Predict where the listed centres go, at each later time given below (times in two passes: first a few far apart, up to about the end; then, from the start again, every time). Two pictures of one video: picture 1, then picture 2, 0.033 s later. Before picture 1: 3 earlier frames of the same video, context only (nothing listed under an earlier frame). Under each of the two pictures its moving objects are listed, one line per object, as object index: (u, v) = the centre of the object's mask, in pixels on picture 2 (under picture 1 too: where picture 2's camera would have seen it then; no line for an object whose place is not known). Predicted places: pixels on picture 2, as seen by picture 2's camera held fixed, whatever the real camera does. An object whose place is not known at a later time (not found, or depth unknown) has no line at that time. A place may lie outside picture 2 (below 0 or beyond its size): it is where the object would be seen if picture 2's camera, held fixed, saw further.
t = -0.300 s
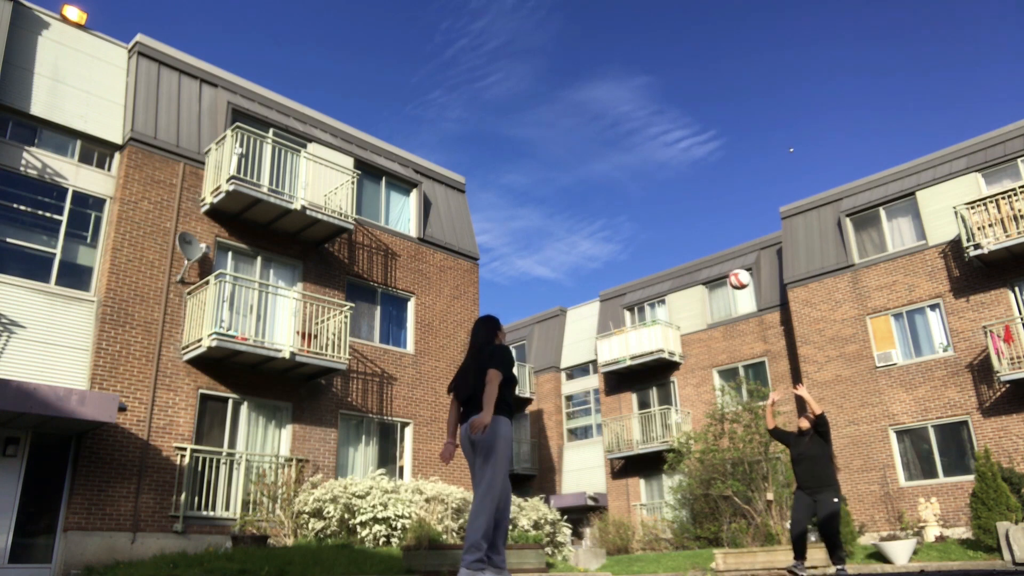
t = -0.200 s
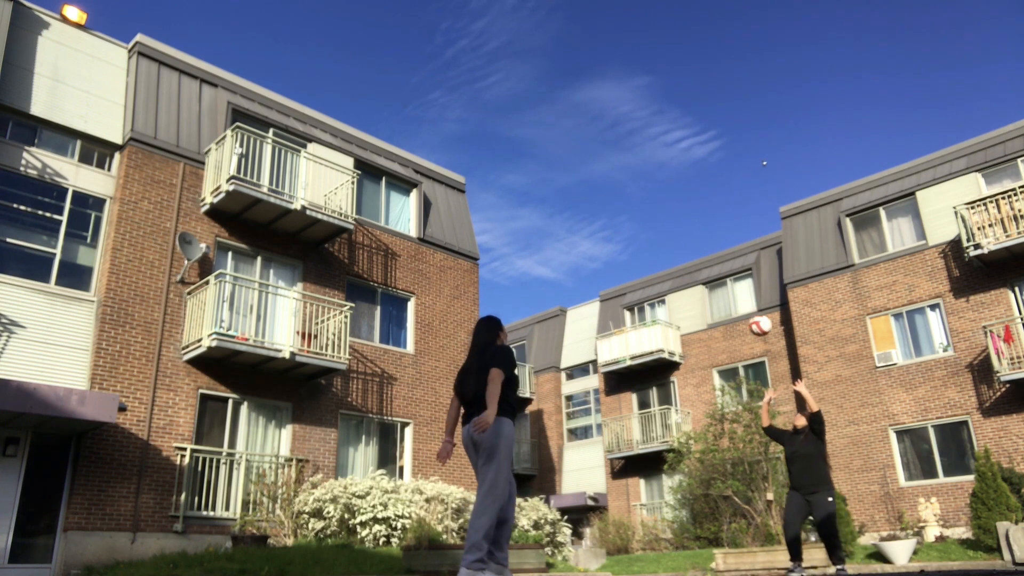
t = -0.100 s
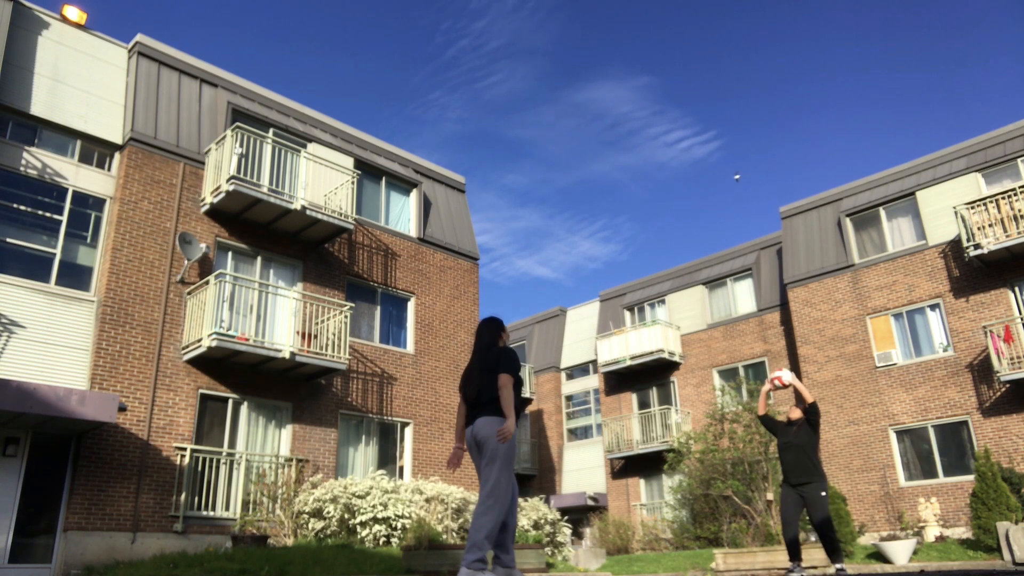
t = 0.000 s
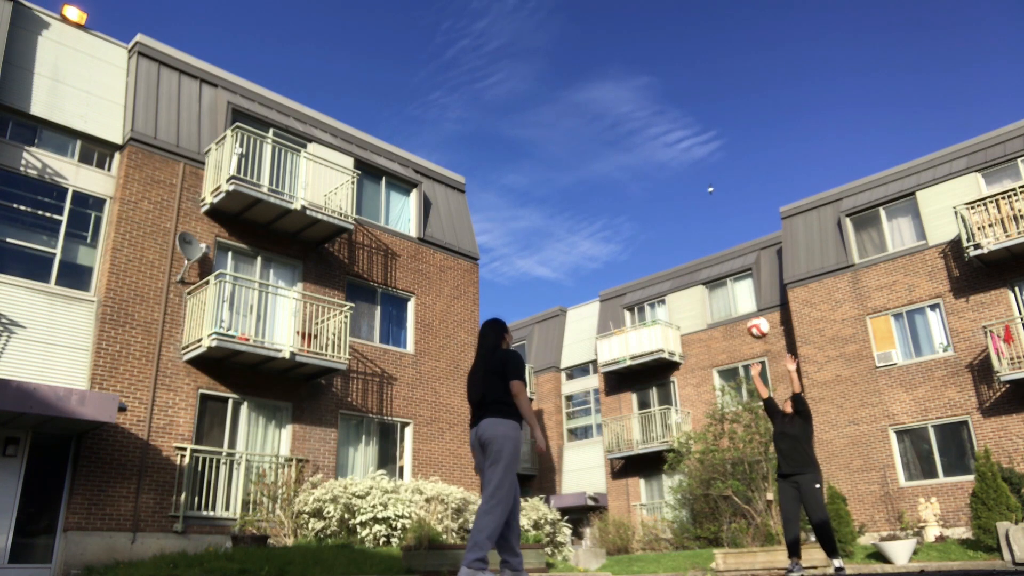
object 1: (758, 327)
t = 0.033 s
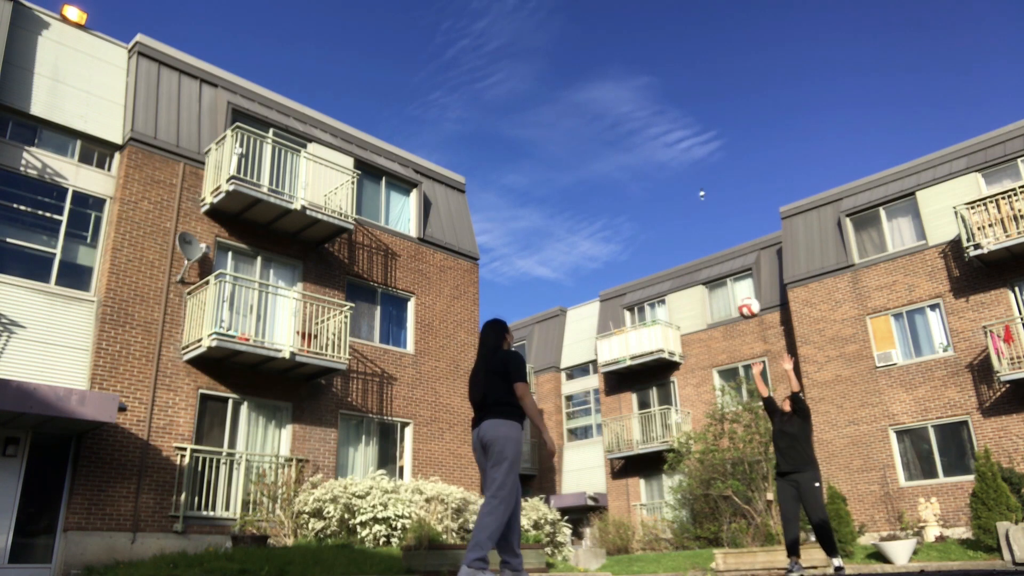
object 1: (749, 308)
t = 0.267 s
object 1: (685, 202)
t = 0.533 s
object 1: (619, 142)
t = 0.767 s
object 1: (561, 142)
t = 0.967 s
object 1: (508, 186)
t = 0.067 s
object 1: (739, 289)
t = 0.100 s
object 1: (730, 271)
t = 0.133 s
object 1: (720, 255)
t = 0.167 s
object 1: (712, 240)
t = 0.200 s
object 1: (703, 227)
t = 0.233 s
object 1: (694, 214)
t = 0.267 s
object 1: (685, 202)
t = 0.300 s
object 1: (677, 191)
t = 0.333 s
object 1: (668, 181)
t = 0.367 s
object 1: (660, 172)
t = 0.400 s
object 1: (652, 164)
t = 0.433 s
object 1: (644, 157)
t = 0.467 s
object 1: (635, 151)
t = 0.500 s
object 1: (627, 146)
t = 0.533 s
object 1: (619, 142)
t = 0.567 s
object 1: (611, 139)
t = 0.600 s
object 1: (603, 137)
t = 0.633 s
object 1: (594, 136)
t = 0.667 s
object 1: (586, 136)
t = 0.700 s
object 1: (578, 137)
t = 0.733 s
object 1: (569, 139)
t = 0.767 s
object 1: (561, 142)
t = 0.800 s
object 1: (553, 147)
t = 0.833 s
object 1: (544, 152)
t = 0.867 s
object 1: (535, 159)
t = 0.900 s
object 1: (526, 167)
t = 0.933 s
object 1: (518, 176)
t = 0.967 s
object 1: (508, 186)
